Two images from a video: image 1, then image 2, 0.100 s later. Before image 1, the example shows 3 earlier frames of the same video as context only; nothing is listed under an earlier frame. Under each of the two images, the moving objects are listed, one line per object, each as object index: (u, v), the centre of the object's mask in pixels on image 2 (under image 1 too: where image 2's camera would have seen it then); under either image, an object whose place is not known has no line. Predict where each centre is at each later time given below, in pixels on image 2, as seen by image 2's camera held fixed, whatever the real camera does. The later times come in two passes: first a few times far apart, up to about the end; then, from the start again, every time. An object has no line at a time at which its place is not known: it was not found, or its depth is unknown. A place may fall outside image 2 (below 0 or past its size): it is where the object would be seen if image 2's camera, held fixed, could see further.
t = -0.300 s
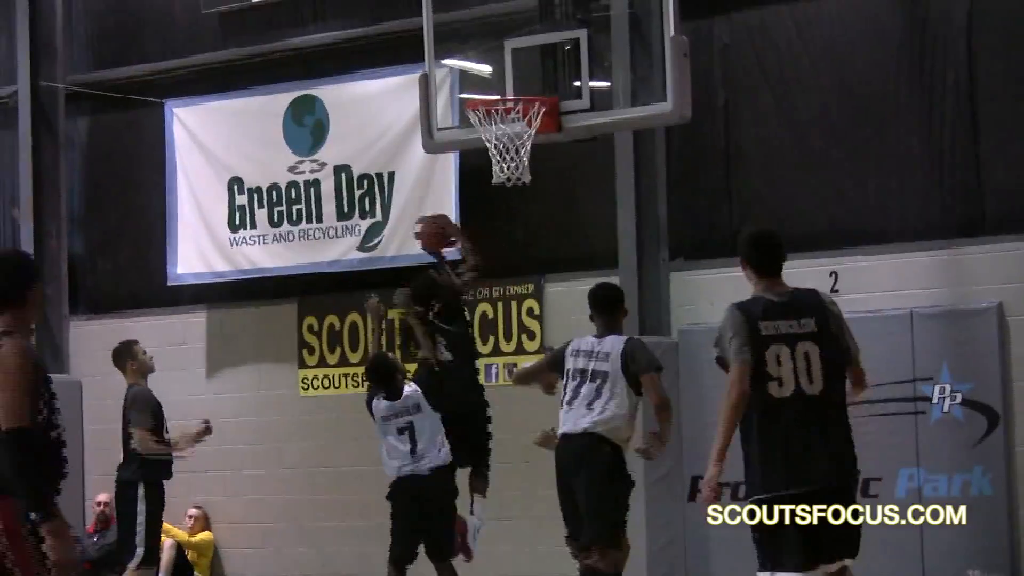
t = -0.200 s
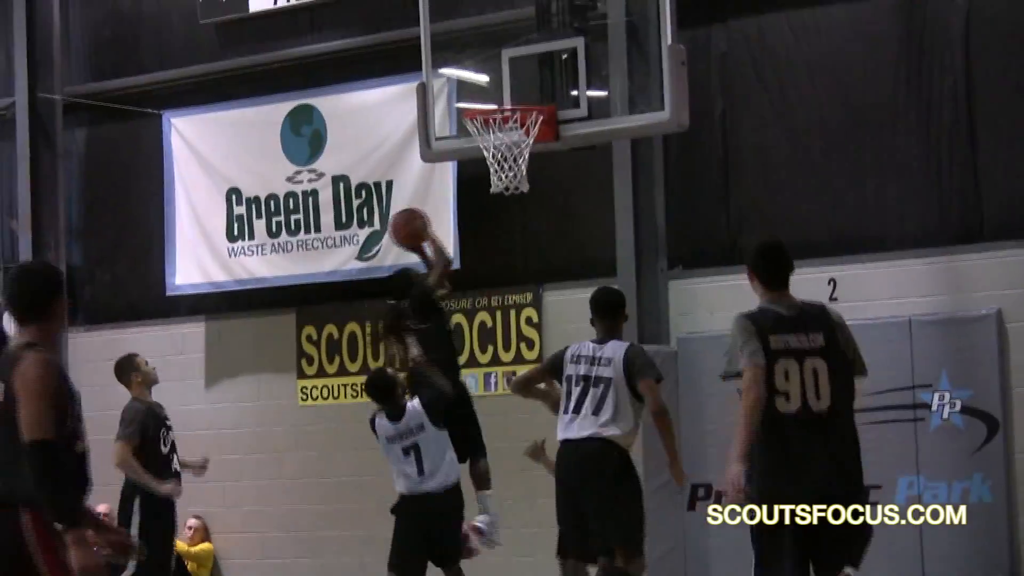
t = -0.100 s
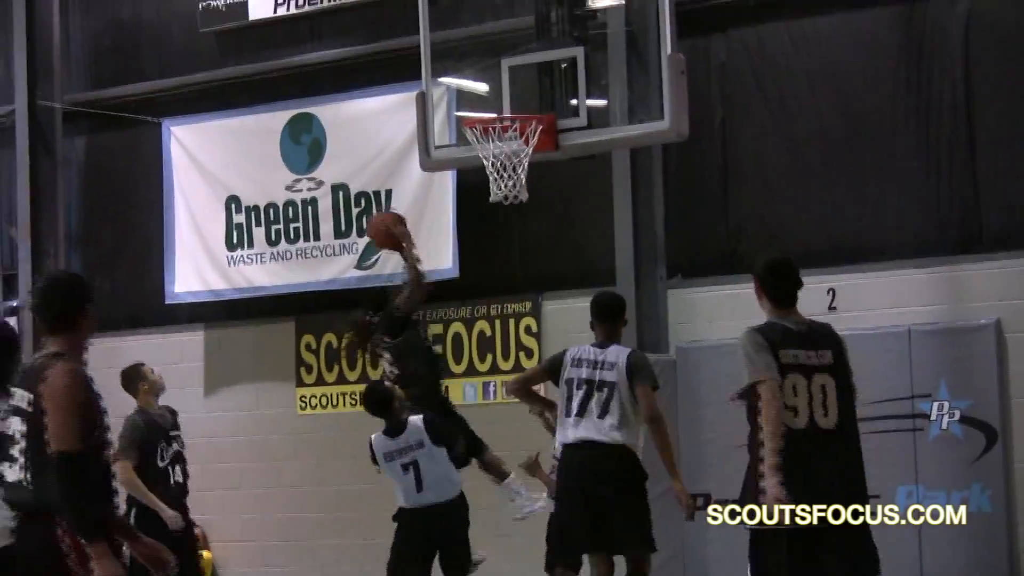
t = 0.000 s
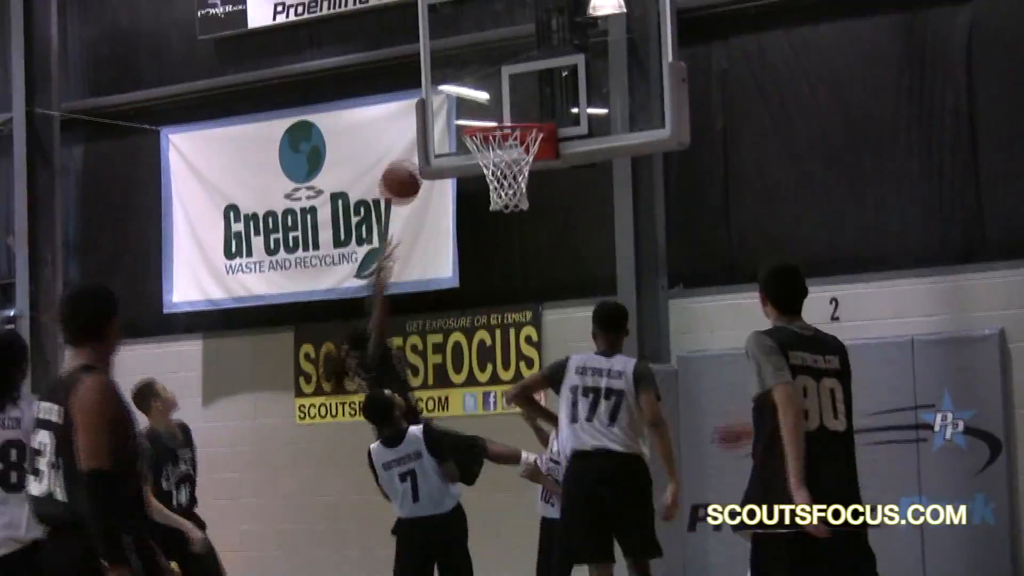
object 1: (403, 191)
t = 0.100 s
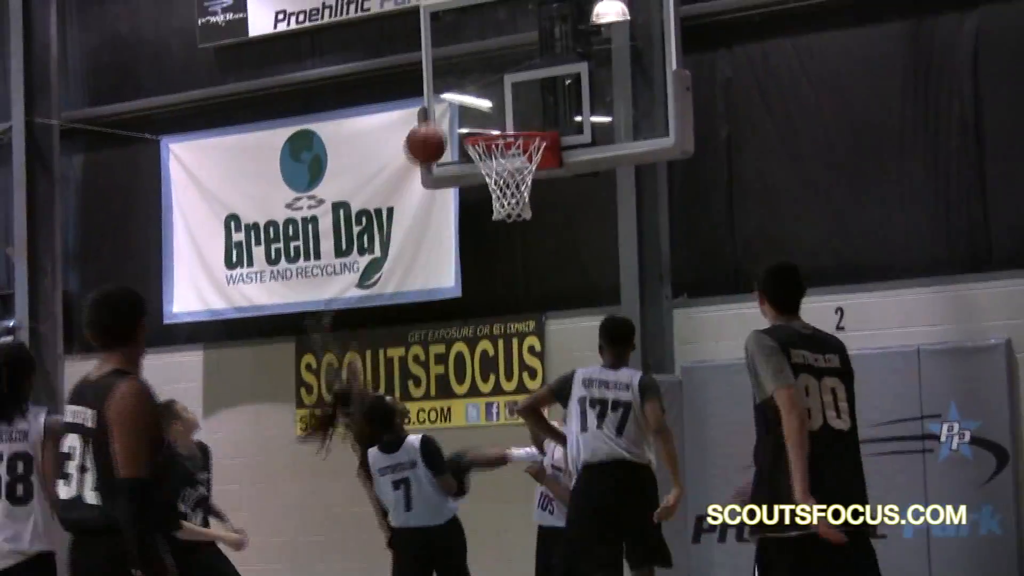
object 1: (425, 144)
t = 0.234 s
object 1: (456, 106)
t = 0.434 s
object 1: (507, 103)
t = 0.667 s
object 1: (509, 115)
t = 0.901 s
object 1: (480, 114)
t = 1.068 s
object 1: (464, 116)
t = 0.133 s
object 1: (433, 133)
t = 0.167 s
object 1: (440, 123)
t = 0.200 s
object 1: (448, 113)
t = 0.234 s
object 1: (456, 106)
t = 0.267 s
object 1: (464, 101)
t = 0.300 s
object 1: (472, 98)
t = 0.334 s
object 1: (481, 96)
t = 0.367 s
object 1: (489, 97)
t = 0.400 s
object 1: (497, 99)
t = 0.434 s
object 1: (507, 103)
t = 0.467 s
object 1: (515, 110)
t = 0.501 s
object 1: (524, 115)
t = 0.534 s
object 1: (526, 117)
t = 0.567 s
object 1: (521, 115)
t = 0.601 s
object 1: (517, 114)
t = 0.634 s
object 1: (512, 114)
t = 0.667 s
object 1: (509, 115)
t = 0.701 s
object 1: (504, 116)
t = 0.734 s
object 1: (499, 112)
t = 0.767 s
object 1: (495, 109)
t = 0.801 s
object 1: (491, 108)
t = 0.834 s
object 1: (487, 108)
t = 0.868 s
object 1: (484, 111)
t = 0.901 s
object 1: (480, 114)
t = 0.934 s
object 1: (477, 114)
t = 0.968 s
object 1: (474, 113)
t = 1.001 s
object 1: (471, 115)
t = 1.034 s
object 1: (468, 115)
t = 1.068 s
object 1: (464, 116)
